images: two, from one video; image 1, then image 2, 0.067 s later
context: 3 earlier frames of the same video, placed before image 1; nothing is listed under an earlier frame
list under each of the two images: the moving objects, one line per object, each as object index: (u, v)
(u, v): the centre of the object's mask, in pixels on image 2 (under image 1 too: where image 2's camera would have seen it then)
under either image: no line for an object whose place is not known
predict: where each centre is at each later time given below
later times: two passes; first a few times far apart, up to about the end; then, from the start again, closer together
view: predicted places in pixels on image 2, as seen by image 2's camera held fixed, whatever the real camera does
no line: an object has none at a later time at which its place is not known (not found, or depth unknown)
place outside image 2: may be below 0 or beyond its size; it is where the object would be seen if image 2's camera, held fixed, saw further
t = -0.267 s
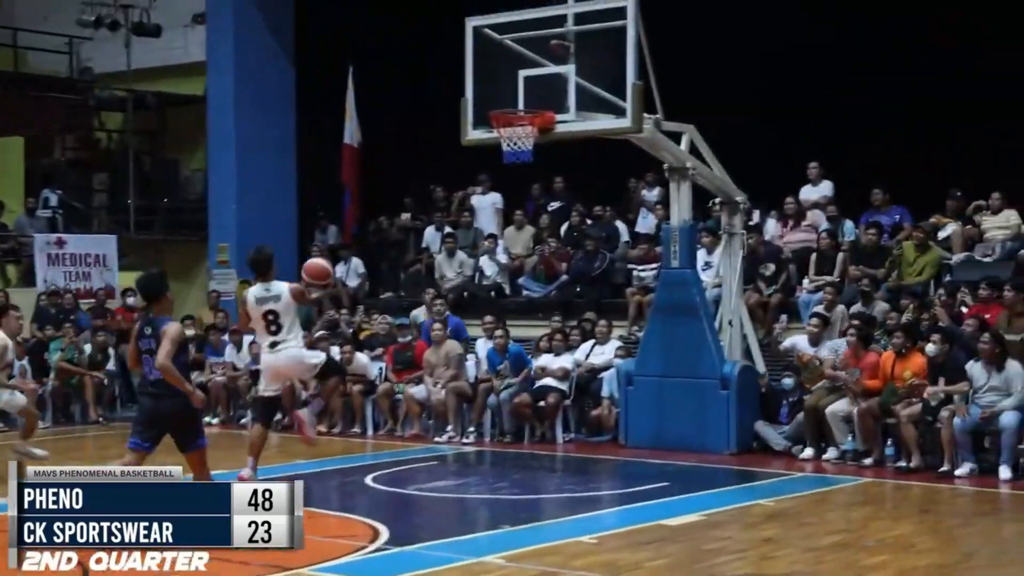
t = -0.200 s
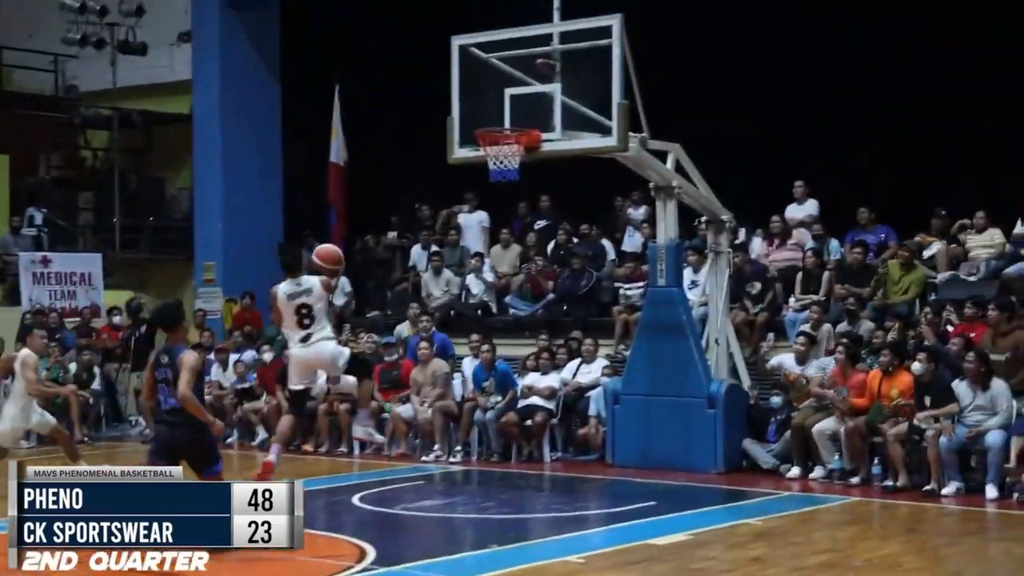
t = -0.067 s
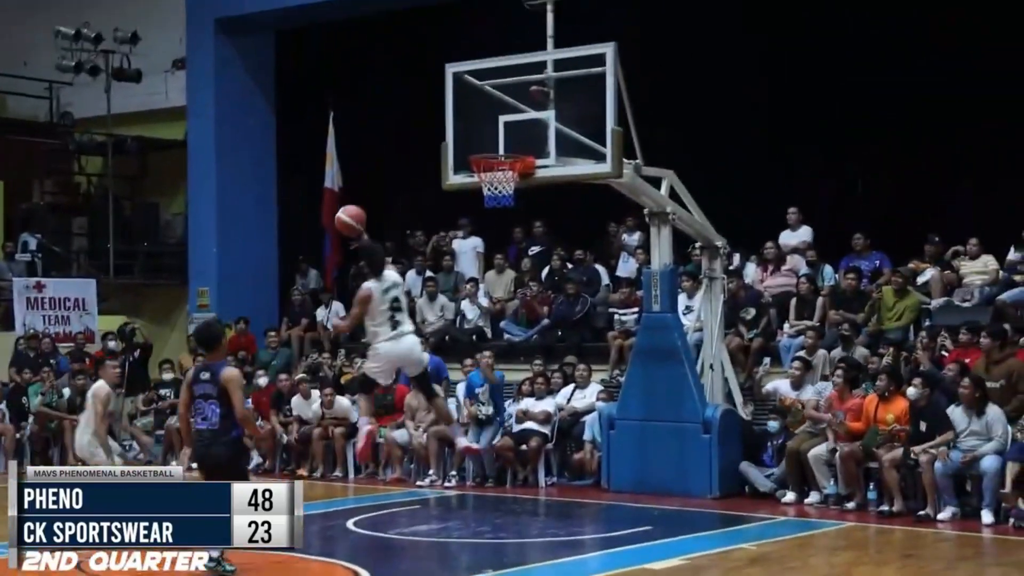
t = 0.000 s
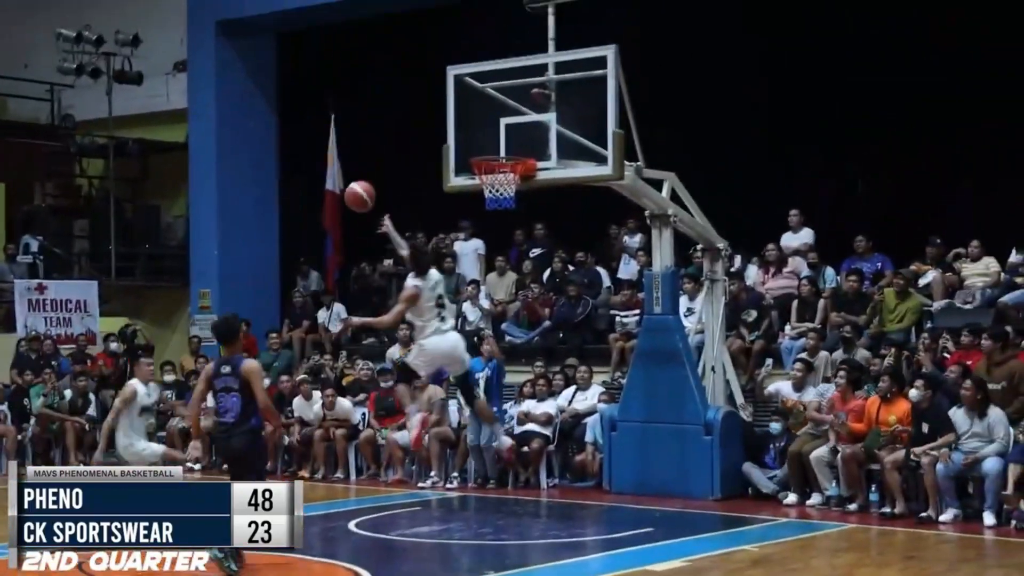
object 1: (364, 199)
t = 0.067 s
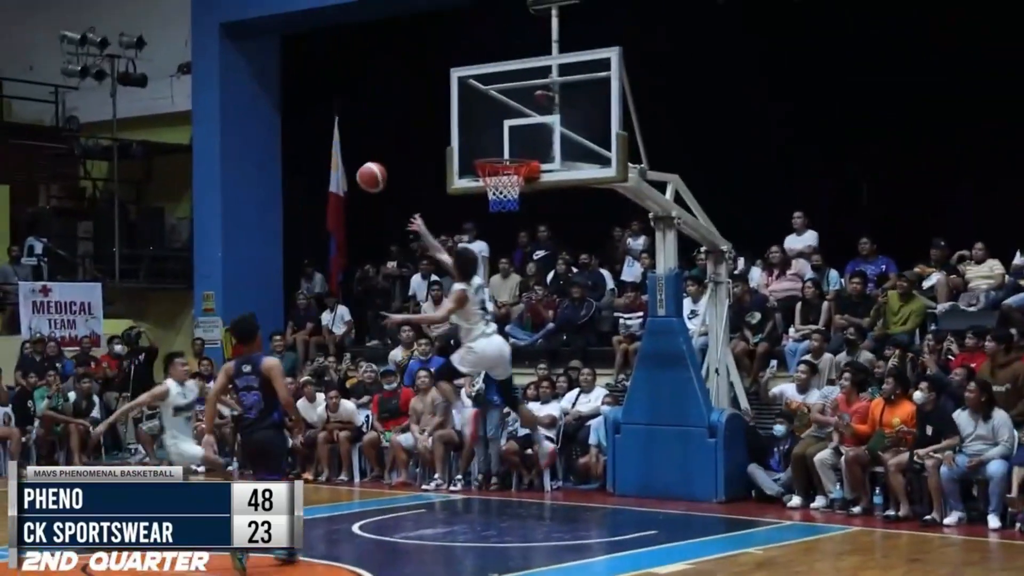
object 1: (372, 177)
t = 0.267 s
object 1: (395, 148)
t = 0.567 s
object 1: (429, 193)
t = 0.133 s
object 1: (380, 163)
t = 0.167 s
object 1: (384, 157)
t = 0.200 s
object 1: (387, 153)
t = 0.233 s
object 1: (392, 149)
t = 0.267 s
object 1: (395, 148)
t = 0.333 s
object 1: (403, 150)
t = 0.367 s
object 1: (407, 152)
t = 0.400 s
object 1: (410, 156)
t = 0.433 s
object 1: (413, 161)
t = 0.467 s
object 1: (417, 167)
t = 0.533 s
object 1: (425, 183)
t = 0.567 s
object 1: (429, 193)
